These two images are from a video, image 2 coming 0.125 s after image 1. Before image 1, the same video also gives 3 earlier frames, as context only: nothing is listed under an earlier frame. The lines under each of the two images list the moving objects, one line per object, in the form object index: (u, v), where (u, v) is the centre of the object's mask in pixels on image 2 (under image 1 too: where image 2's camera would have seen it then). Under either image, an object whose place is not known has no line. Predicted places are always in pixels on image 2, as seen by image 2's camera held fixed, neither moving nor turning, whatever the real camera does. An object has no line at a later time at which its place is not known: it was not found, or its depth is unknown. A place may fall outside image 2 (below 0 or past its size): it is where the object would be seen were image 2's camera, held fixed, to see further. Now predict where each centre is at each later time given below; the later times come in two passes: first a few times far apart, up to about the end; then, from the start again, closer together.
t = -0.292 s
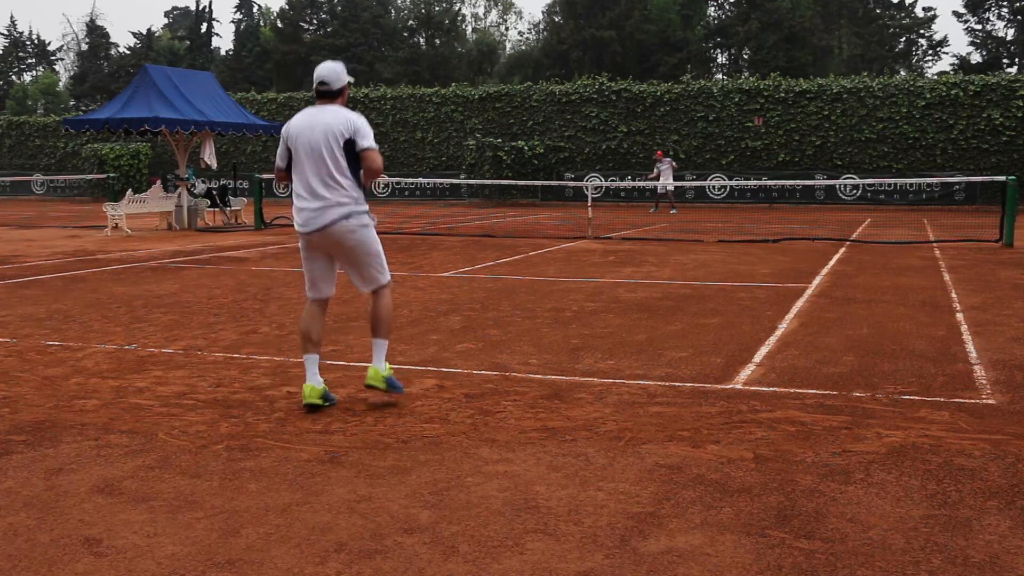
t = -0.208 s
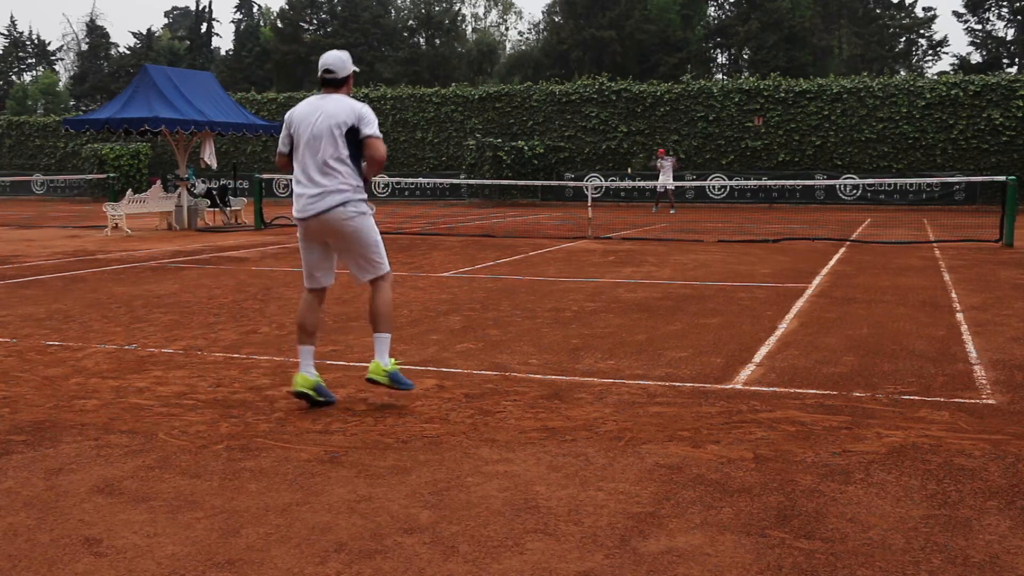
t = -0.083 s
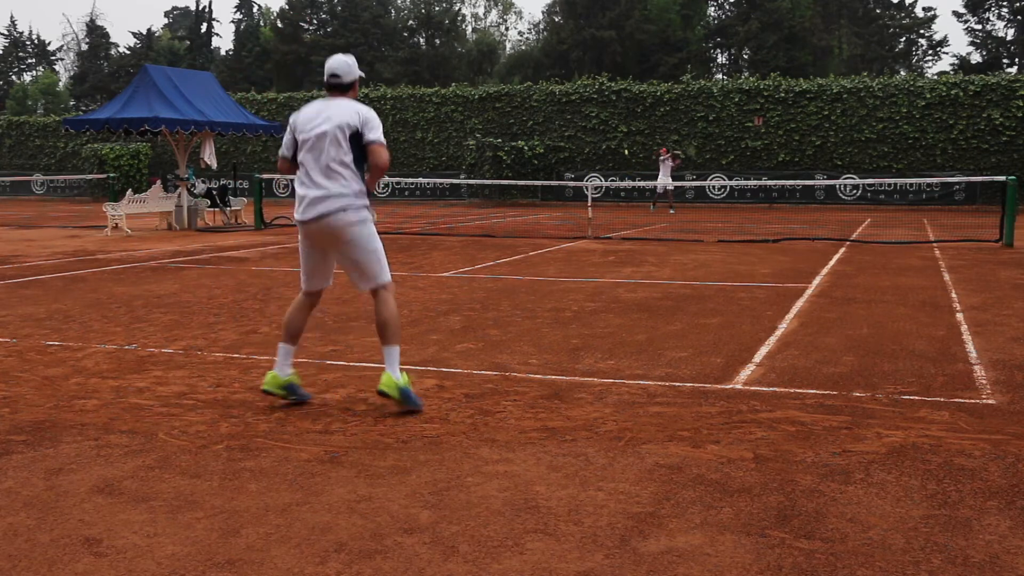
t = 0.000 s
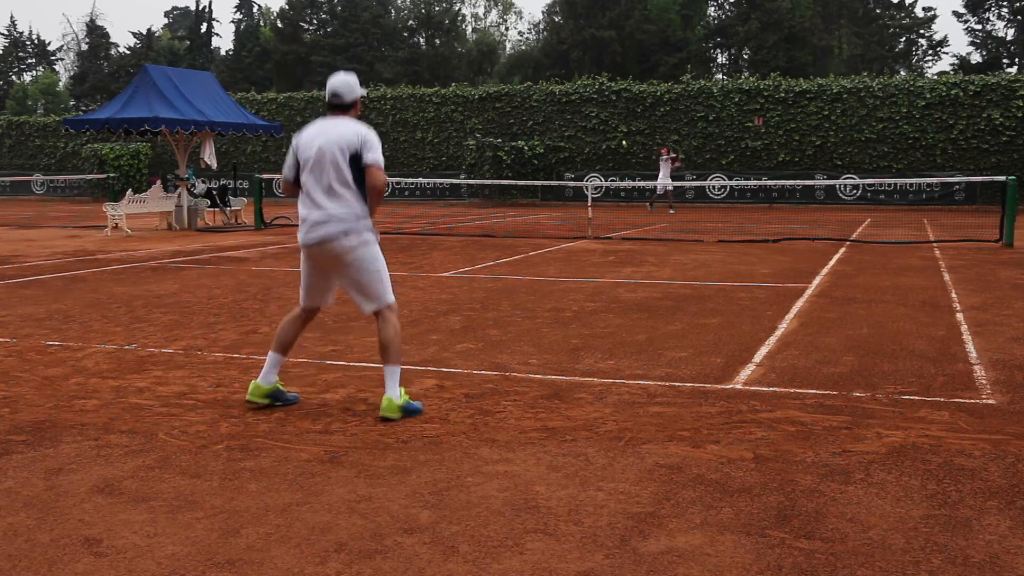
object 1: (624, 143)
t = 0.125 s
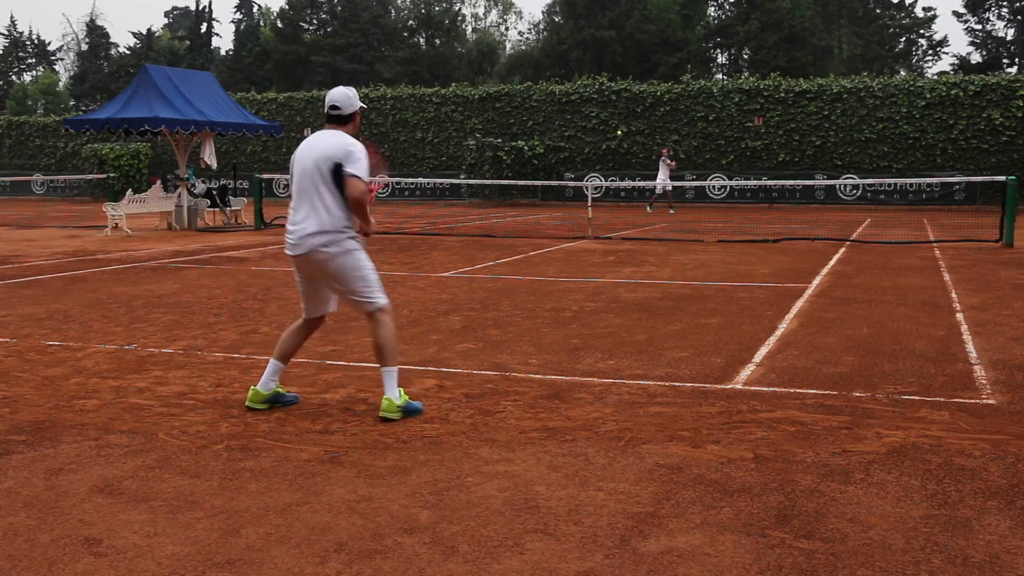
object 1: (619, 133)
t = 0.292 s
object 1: (609, 132)
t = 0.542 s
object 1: (583, 176)
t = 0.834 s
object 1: (521, 282)
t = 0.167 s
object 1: (617, 131)
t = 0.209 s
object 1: (615, 130)
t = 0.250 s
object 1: (612, 130)
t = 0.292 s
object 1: (609, 132)
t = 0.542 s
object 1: (583, 176)
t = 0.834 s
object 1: (521, 282)
